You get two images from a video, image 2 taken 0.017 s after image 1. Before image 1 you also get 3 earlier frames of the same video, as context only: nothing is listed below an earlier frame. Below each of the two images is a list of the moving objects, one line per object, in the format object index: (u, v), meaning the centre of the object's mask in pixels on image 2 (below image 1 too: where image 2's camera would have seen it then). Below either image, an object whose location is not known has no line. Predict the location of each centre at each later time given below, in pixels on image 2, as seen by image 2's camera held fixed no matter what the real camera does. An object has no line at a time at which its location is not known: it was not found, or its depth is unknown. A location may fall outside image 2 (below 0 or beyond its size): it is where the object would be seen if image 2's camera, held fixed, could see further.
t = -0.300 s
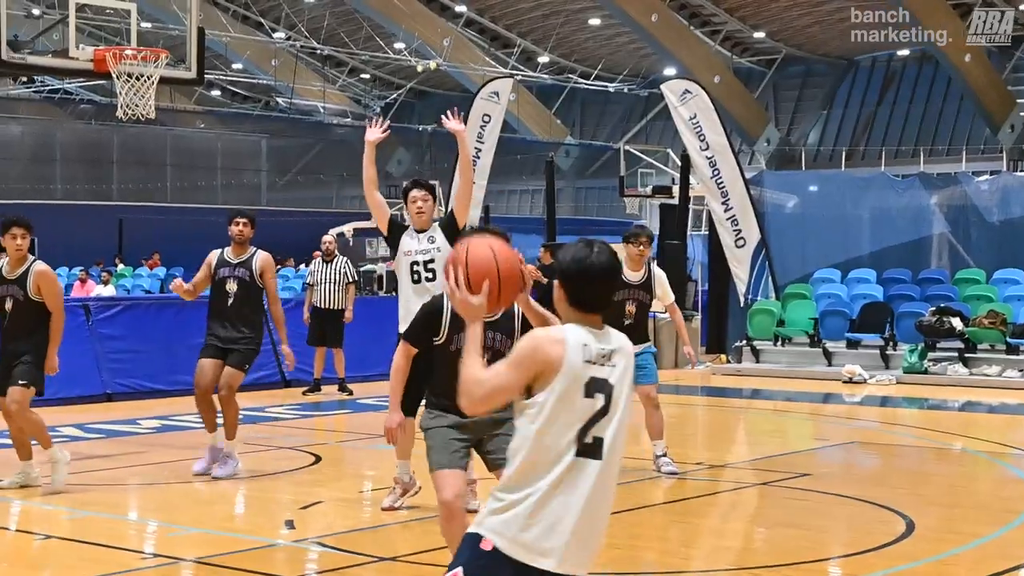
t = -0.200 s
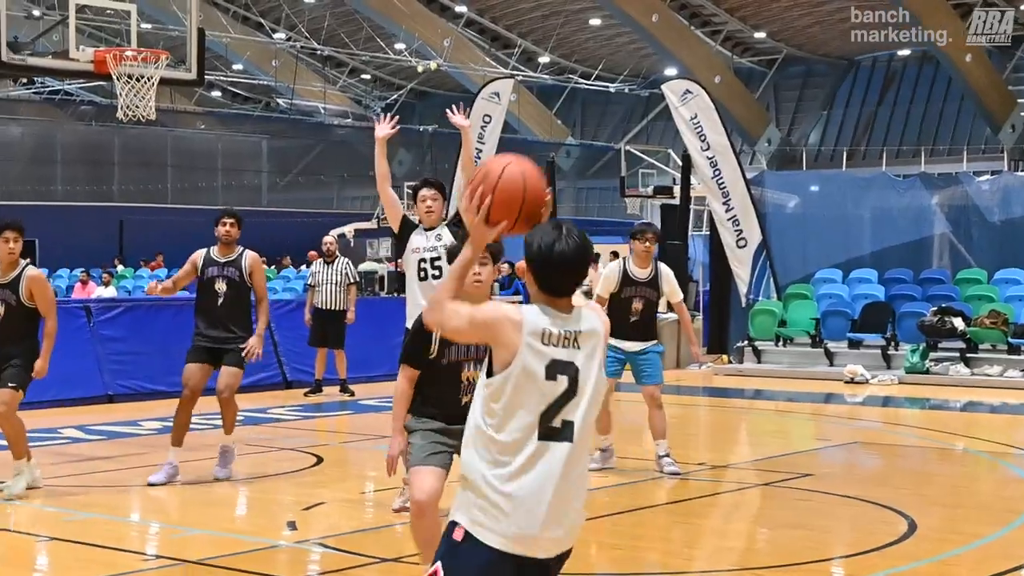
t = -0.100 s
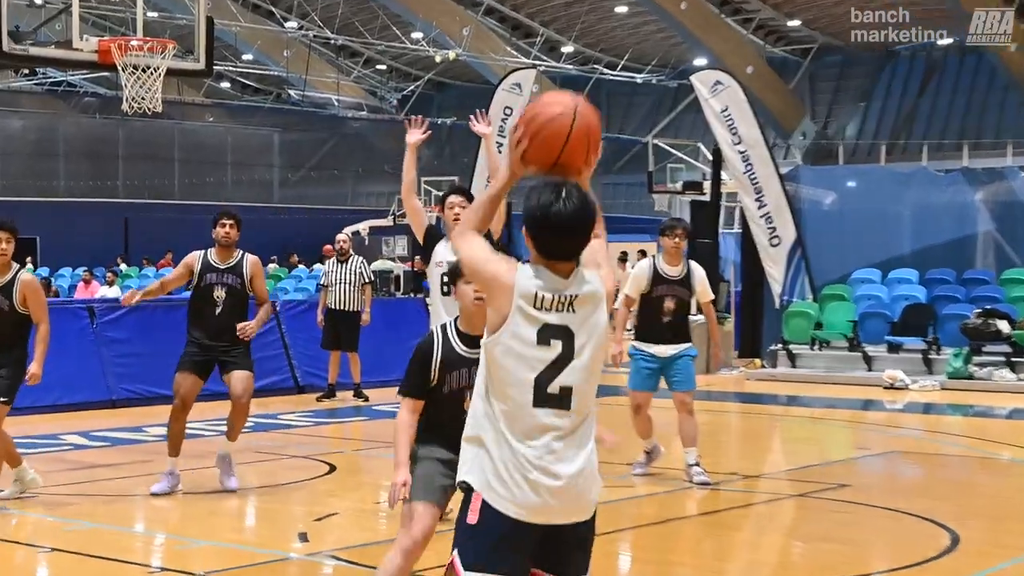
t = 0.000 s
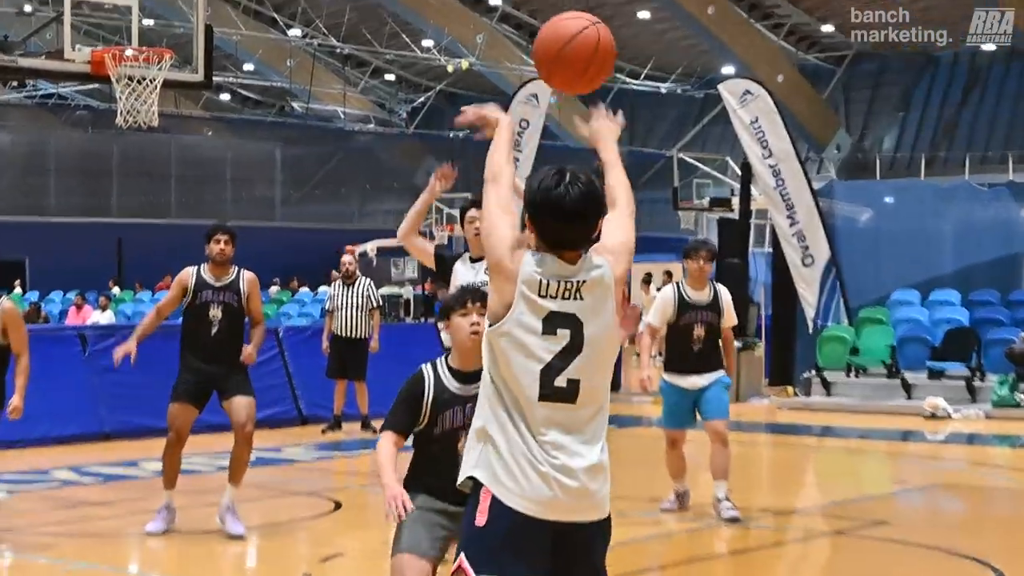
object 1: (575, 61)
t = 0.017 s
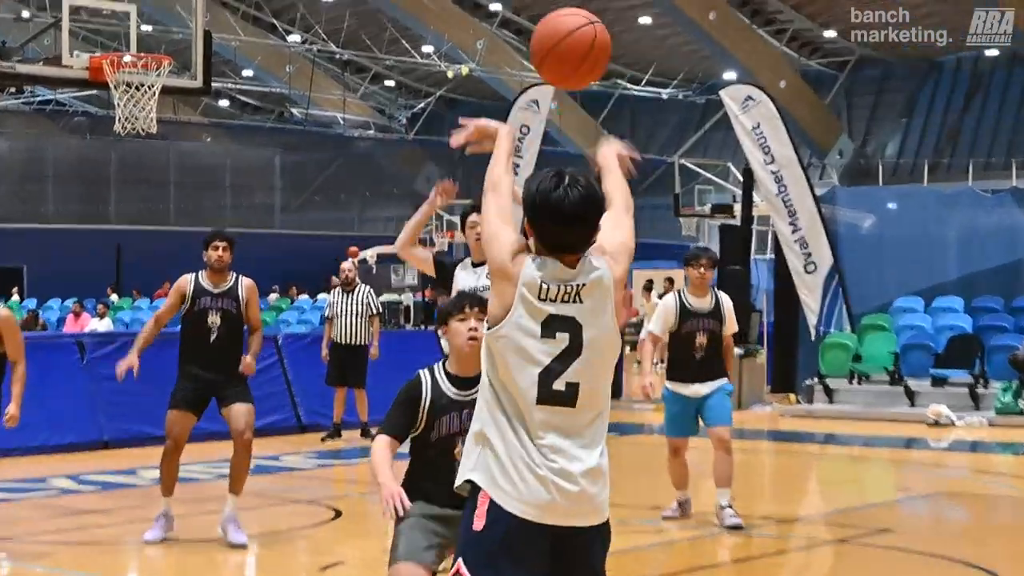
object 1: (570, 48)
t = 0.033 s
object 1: (566, 38)
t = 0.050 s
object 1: (561, 31)
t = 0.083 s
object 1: (554, 21)
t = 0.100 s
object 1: (549, 19)
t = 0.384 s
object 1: (498, 61)
